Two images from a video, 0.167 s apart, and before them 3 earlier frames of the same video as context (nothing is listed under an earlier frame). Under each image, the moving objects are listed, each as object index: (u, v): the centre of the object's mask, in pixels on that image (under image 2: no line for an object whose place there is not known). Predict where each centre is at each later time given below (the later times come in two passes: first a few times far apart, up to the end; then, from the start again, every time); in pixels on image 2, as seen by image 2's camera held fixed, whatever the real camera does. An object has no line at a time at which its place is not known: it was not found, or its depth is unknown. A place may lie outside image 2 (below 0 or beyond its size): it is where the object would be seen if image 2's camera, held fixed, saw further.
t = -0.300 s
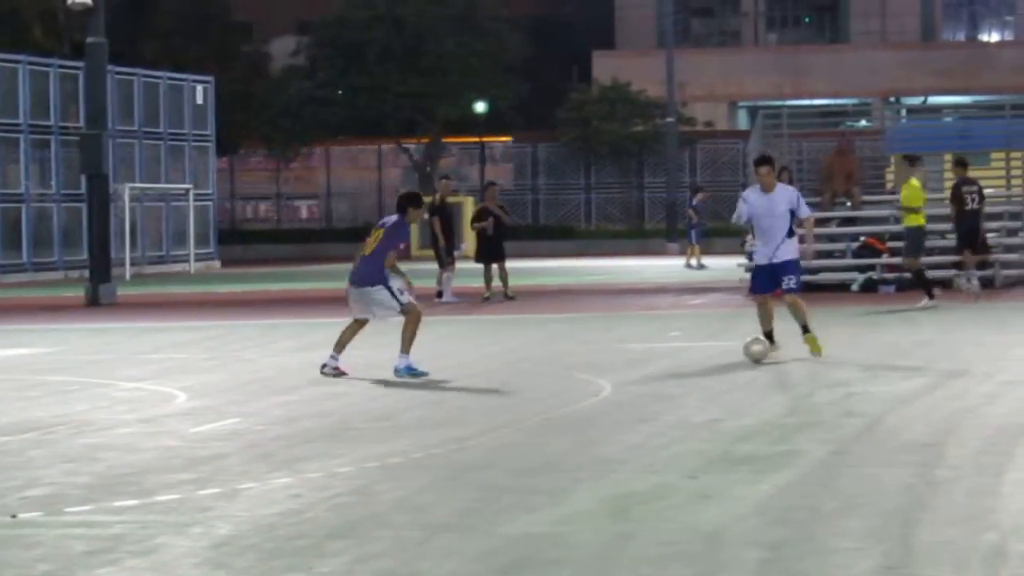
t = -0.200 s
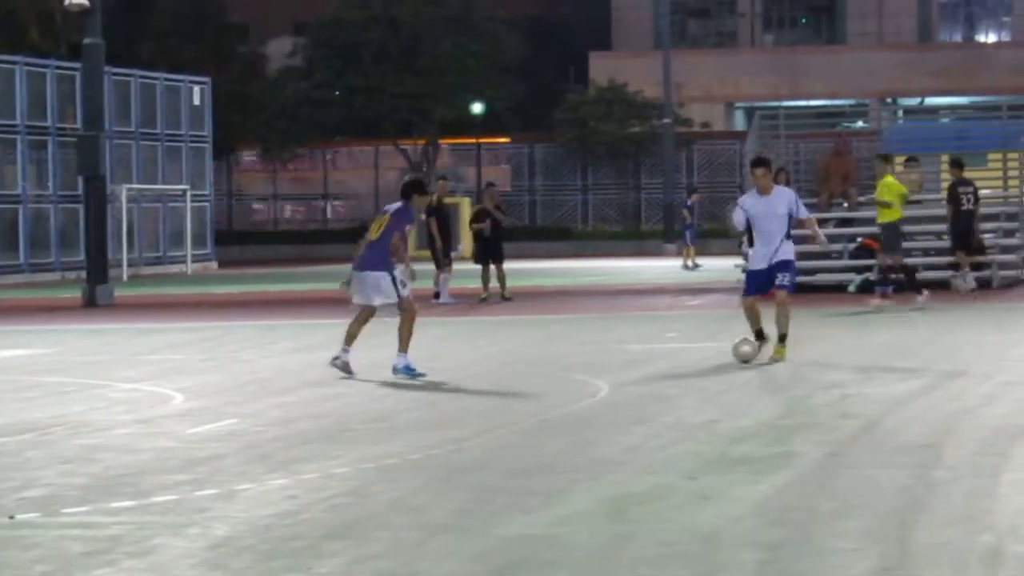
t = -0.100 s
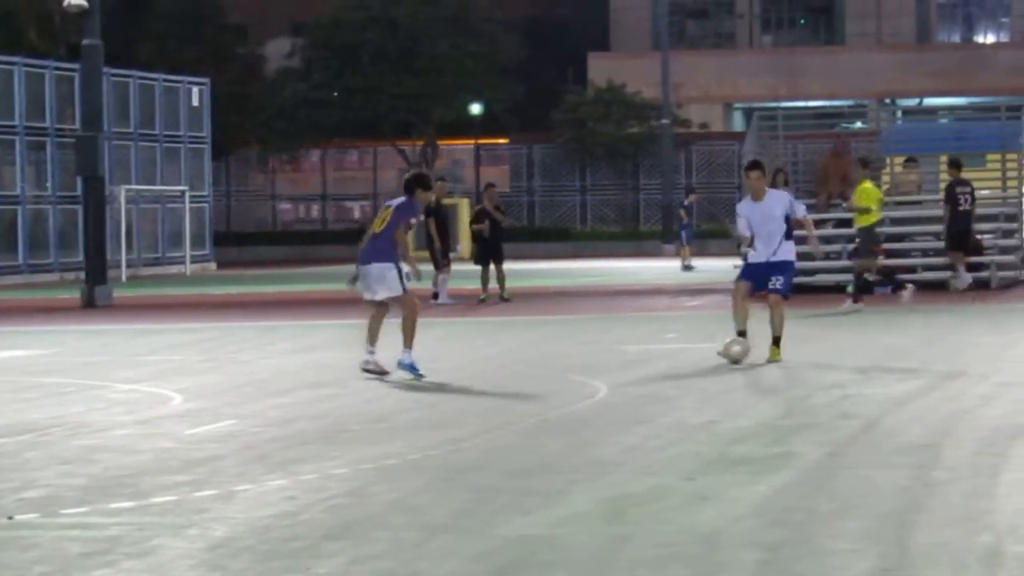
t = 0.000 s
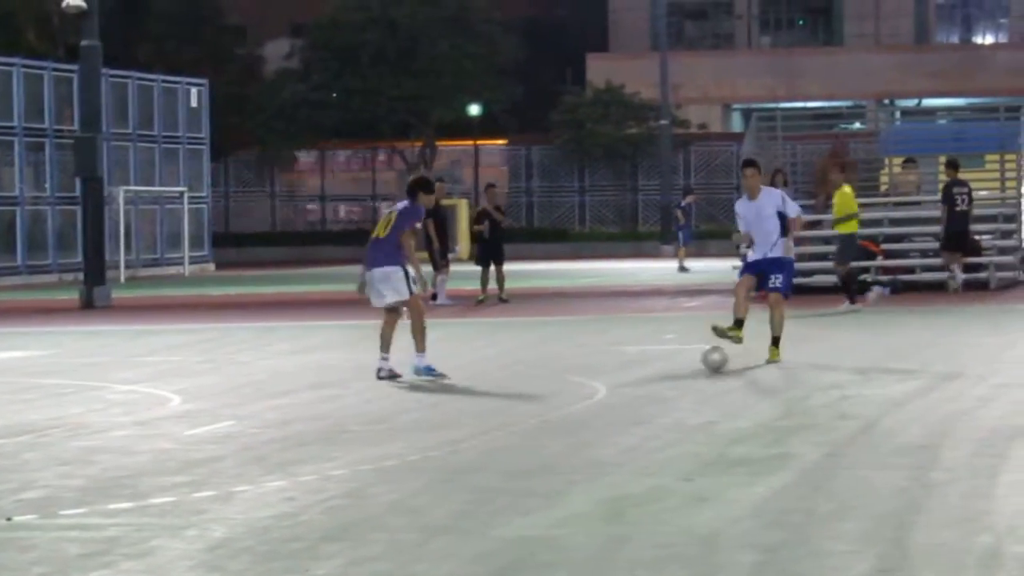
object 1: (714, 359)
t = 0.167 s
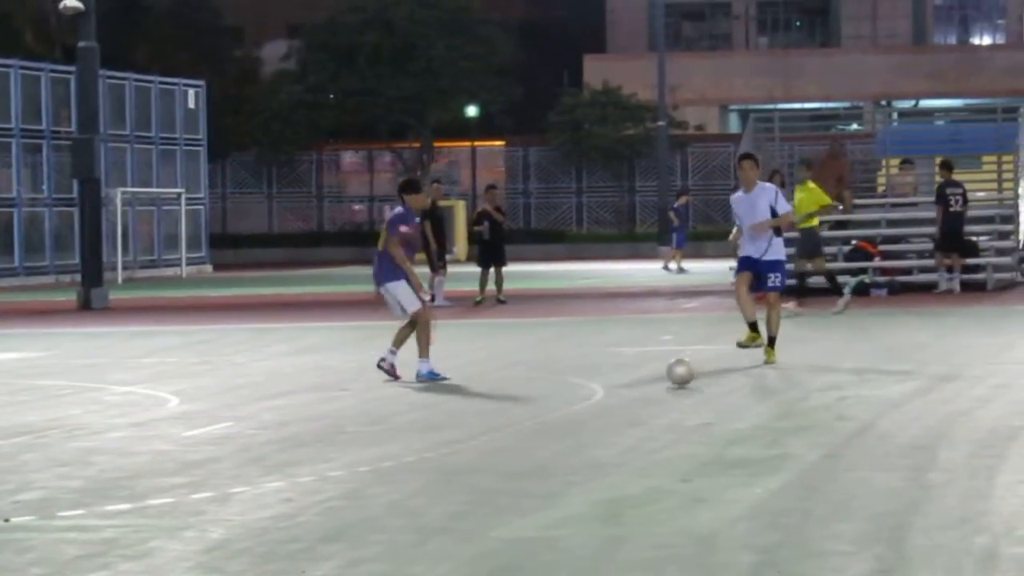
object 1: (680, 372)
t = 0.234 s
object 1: (669, 376)
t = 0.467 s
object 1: (633, 394)
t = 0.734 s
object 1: (594, 410)
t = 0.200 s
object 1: (675, 374)
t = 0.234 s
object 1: (669, 376)
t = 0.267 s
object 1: (663, 379)
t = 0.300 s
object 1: (657, 382)
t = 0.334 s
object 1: (652, 381)
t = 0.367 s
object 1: (647, 382)
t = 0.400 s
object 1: (643, 386)
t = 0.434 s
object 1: (638, 391)
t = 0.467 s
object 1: (633, 394)
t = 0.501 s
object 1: (629, 397)
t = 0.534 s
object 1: (625, 396)
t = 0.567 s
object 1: (620, 397)
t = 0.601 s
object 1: (615, 402)
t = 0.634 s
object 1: (609, 405)
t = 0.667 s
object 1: (604, 408)
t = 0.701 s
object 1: (600, 409)
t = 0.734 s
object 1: (594, 410)
